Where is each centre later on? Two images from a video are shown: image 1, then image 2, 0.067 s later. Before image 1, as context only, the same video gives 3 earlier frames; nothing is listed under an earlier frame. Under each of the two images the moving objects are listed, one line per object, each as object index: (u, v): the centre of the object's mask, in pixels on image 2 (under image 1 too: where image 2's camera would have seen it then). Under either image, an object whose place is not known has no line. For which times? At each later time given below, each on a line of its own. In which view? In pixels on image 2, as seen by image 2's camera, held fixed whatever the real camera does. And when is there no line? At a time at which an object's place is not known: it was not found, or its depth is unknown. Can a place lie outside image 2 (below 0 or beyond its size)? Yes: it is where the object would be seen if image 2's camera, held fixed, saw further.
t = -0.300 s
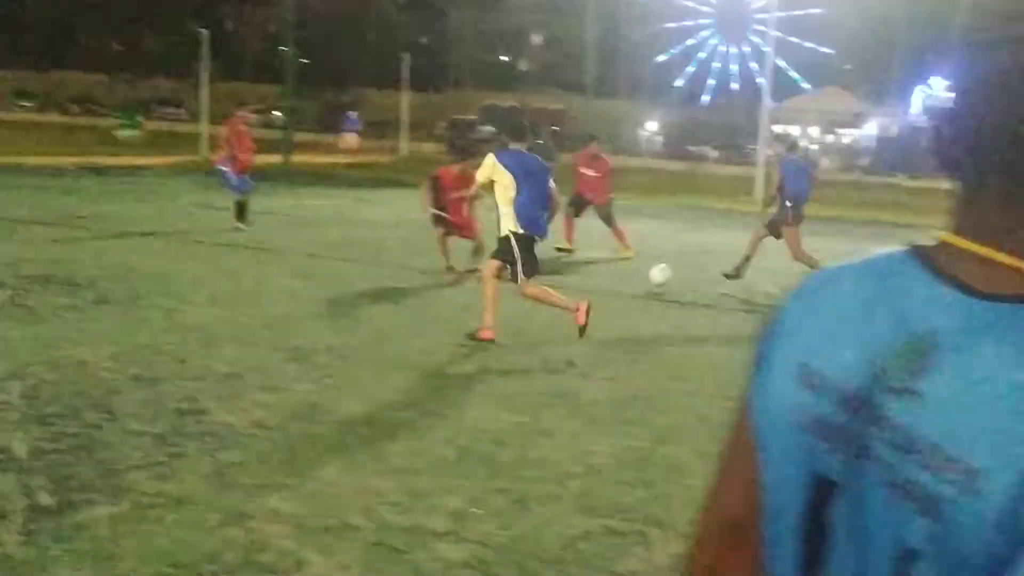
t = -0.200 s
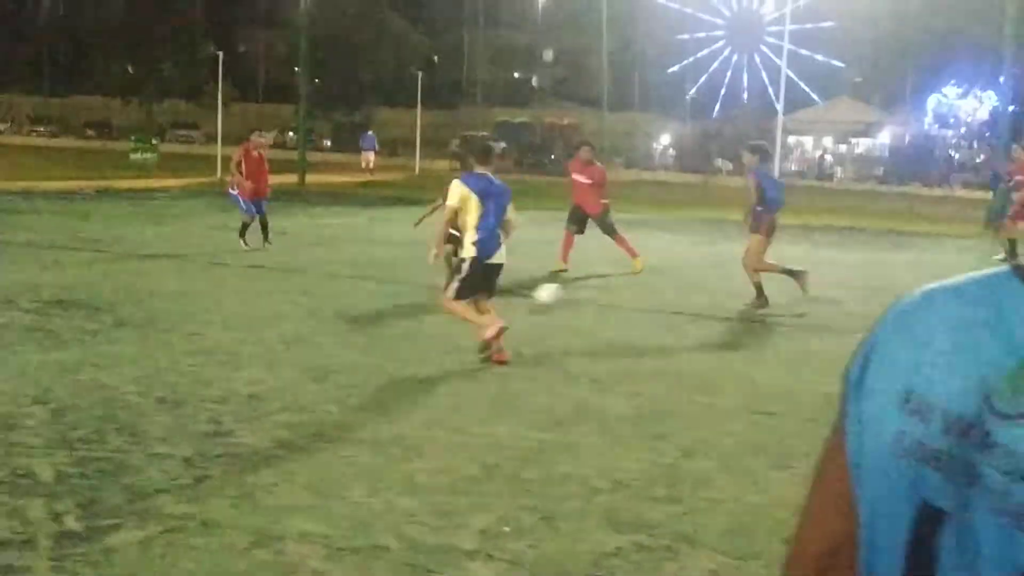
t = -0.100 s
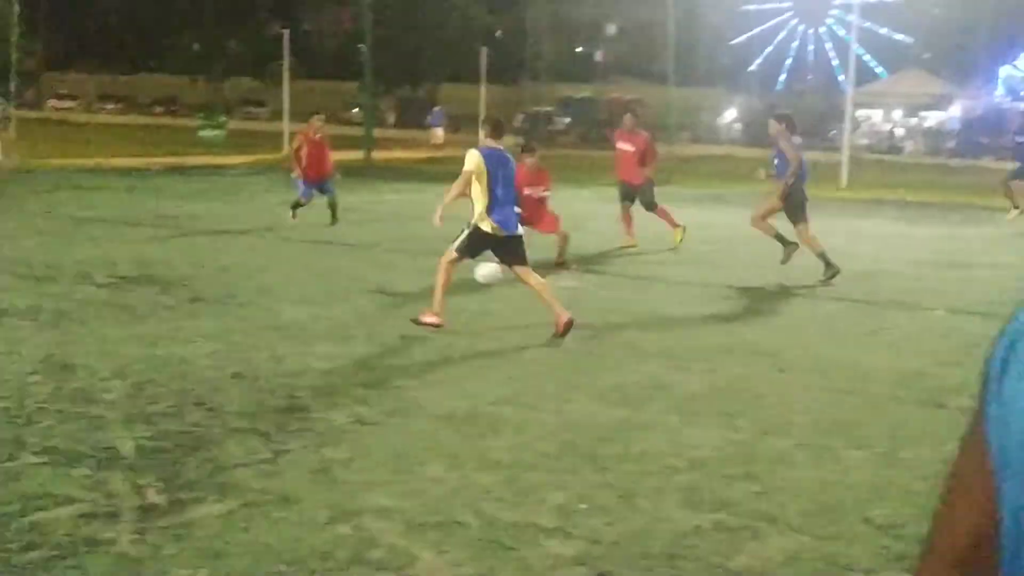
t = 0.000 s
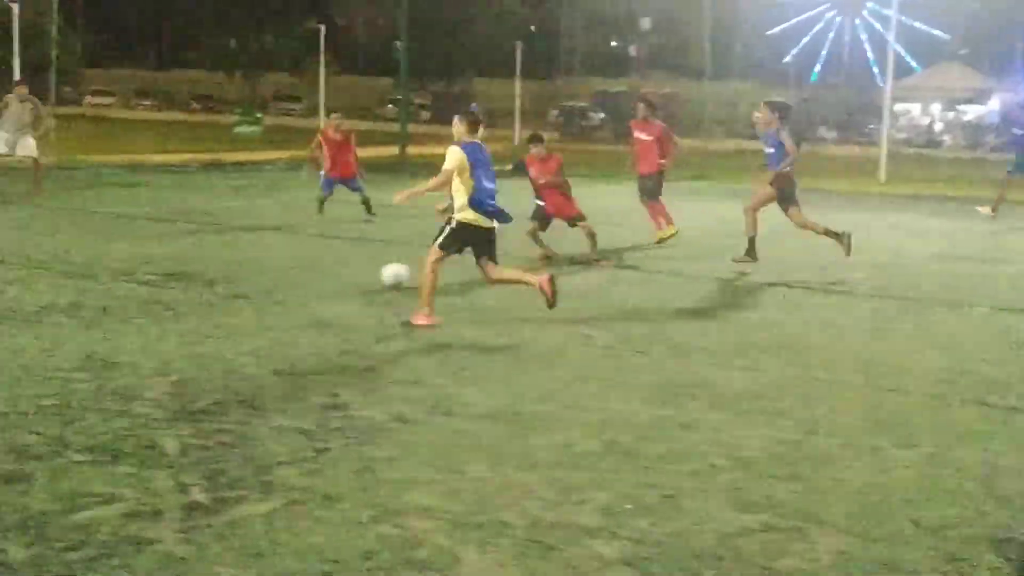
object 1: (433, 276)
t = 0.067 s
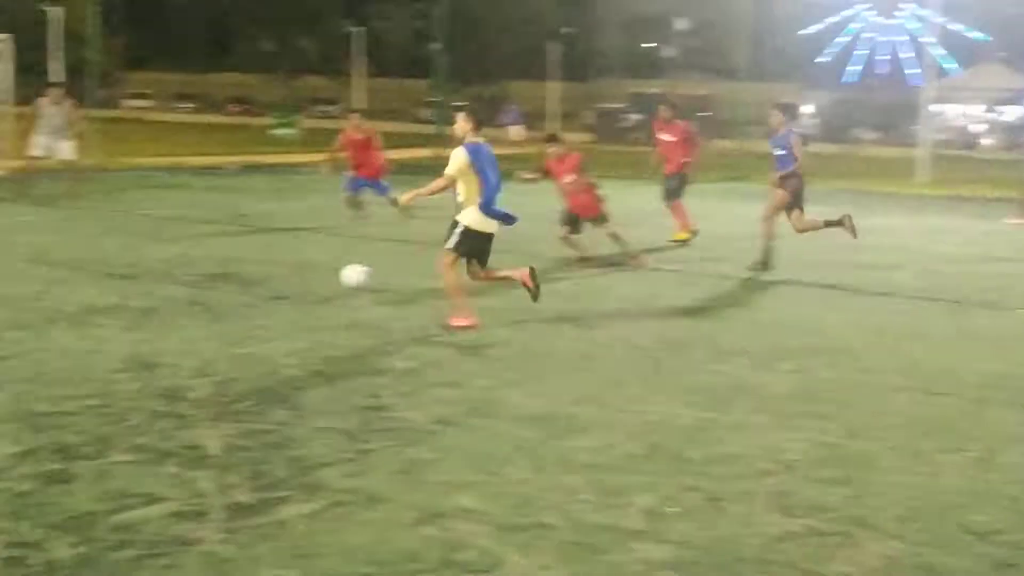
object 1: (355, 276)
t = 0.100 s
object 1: (312, 278)
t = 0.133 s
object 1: (267, 282)
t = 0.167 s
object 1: (224, 284)
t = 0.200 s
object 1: (184, 283)
